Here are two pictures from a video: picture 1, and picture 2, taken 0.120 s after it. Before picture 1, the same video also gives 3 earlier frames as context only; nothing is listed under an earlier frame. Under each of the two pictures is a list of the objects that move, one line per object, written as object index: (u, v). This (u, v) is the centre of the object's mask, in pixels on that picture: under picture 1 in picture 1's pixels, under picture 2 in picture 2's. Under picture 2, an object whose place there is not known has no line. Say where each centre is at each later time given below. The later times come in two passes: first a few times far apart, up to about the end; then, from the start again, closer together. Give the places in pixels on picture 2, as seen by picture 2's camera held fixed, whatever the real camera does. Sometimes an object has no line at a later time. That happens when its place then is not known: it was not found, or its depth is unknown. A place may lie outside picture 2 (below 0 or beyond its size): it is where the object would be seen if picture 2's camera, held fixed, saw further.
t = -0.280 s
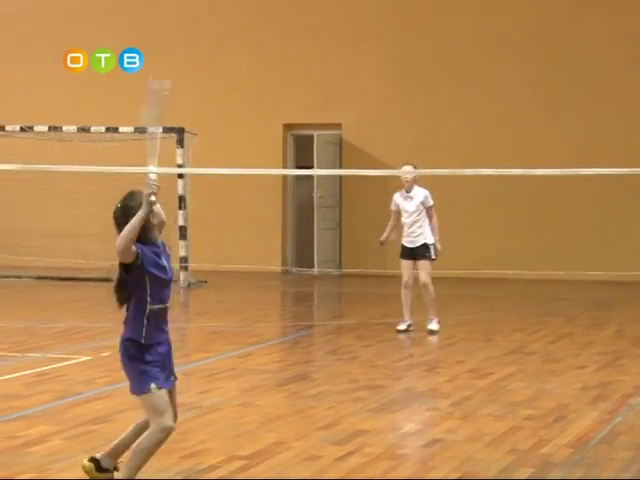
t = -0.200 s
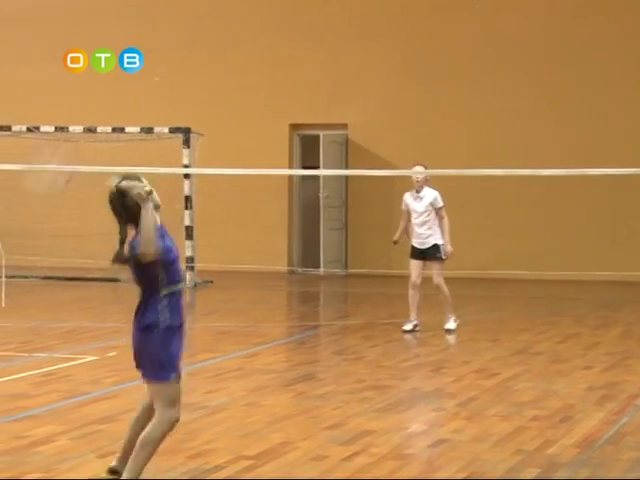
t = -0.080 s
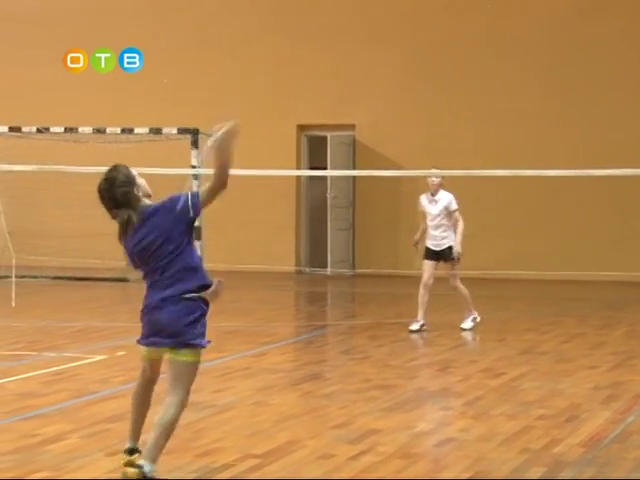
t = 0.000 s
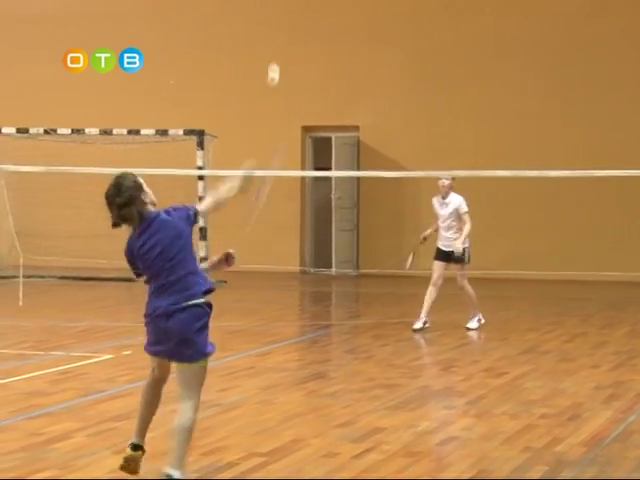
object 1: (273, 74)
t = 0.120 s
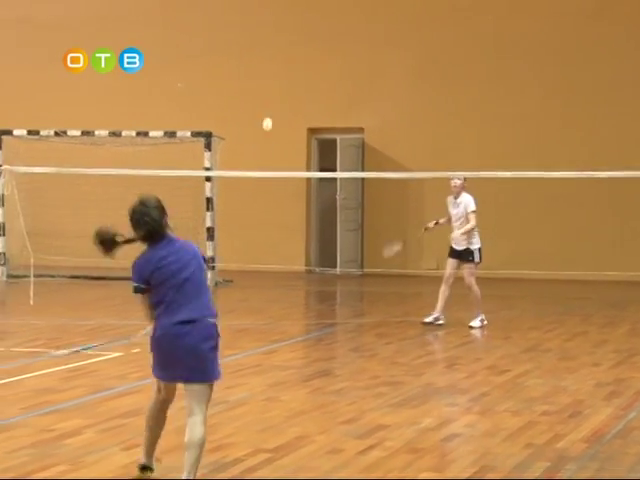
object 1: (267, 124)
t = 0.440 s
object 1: (261, 210)
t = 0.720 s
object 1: (263, 297)
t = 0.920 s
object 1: (263, 292)
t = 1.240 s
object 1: (256, 304)
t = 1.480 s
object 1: (250, 305)
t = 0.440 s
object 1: (261, 210)
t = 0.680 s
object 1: (263, 283)
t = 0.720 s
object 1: (263, 297)
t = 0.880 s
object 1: (264, 296)
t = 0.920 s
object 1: (263, 292)
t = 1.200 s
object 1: (258, 308)
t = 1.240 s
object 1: (256, 304)
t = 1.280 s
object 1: (256, 303)
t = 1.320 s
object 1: (254, 303)
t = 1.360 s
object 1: (253, 304)
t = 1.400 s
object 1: (252, 306)
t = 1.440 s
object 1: (250, 305)
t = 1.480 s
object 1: (250, 305)
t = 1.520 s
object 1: (249, 305)
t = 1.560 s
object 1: (248, 305)
